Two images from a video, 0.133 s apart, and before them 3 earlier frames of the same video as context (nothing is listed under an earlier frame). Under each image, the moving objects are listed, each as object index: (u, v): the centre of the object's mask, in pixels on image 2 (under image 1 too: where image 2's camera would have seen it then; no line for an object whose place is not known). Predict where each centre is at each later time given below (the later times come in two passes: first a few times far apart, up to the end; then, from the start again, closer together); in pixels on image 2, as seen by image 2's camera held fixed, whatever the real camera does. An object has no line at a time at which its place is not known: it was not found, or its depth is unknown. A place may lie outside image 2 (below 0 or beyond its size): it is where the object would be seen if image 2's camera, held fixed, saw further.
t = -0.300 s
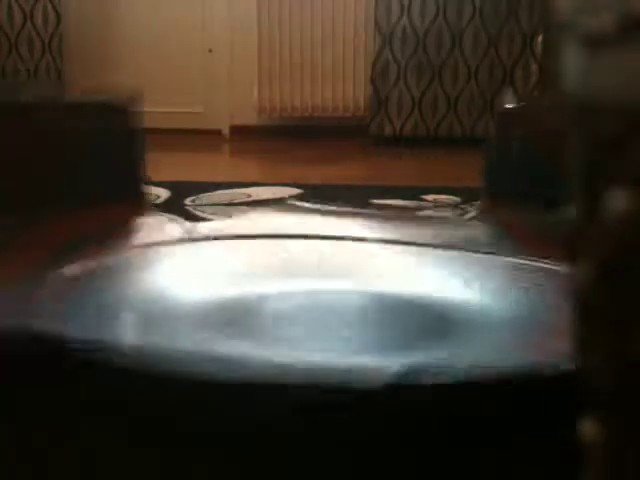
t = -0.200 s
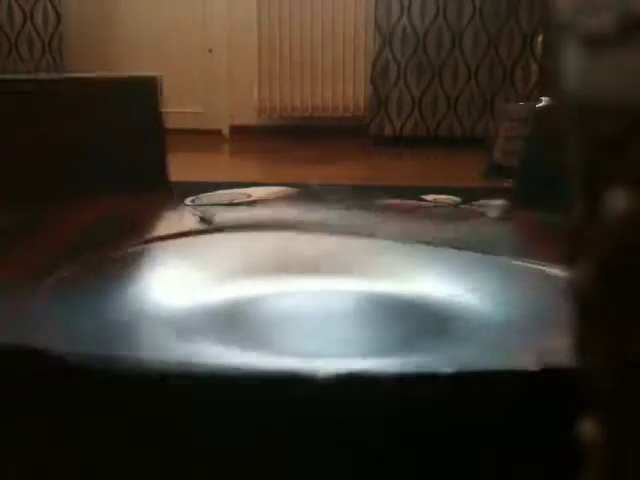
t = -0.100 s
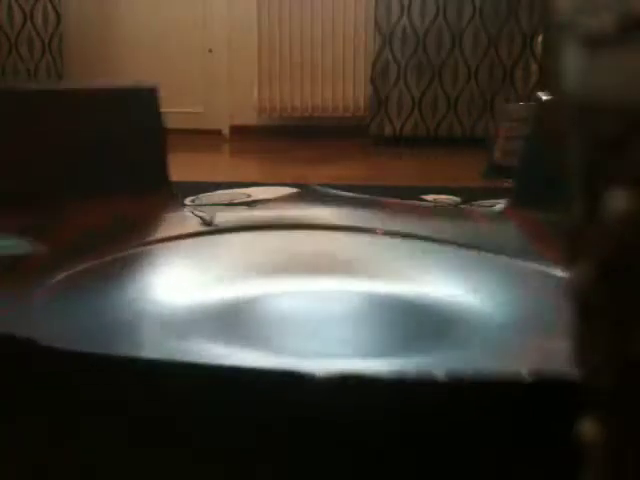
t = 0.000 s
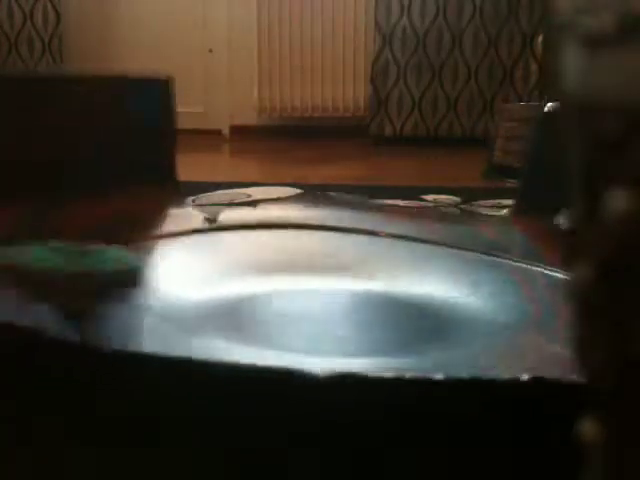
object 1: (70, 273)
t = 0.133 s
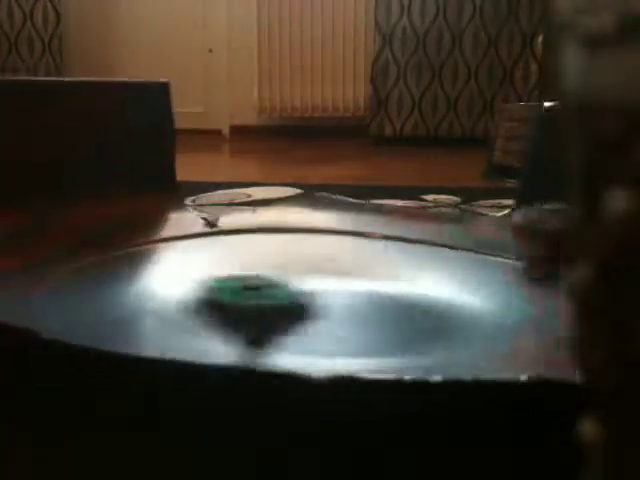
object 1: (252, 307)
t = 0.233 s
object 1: (357, 308)
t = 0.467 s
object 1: (421, 286)
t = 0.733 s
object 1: (417, 260)
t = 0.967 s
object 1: (337, 252)
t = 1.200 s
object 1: (316, 258)
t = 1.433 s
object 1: (341, 260)
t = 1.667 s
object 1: (364, 254)
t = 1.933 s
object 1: (344, 254)
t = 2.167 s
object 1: (369, 263)
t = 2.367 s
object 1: (390, 265)
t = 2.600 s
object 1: (392, 266)
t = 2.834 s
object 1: (393, 269)
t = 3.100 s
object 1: (409, 278)
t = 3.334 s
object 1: (420, 289)
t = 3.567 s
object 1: (418, 293)
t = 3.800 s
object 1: (415, 296)
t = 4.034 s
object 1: (396, 301)
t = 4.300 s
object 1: (365, 305)
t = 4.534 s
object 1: (330, 306)
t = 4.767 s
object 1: (301, 304)
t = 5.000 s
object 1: (272, 299)
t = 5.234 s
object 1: (251, 293)
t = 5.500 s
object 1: (239, 286)
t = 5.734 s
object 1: (241, 274)
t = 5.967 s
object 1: (256, 265)
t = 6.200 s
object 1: (278, 260)
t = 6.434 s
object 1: (294, 256)
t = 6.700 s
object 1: (311, 256)
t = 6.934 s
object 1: (333, 258)
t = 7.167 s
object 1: (358, 258)
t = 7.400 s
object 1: (382, 258)
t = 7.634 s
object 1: (395, 260)
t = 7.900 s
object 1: (403, 269)
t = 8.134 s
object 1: (412, 278)
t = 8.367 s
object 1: (416, 286)
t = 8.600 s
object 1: (416, 292)
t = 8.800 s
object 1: (409, 297)
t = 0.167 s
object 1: (293, 309)
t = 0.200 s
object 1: (330, 310)
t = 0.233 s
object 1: (357, 308)
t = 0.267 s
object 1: (377, 308)
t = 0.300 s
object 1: (391, 304)
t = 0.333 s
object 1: (400, 301)
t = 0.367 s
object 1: (408, 296)
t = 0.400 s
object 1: (415, 291)
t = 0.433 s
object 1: (418, 288)
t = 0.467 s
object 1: (421, 286)
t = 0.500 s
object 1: (427, 285)
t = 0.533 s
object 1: (432, 283)
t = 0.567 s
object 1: (435, 281)
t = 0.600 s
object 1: (437, 278)
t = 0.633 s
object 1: (436, 274)
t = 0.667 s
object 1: (433, 269)
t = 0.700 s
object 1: (427, 266)
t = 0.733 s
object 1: (417, 260)
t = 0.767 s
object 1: (407, 258)
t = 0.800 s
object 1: (394, 256)
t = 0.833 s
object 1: (382, 258)
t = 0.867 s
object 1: (369, 255)
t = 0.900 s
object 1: (356, 253)
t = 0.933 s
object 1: (346, 252)
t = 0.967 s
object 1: (337, 252)
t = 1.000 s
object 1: (329, 253)
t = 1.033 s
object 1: (324, 253)
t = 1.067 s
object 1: (320, 254)
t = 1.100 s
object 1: (317, 255)
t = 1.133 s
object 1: (316, 256)
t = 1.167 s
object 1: (315, 257)
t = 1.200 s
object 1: (316, 258)
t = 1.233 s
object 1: (317, 259)
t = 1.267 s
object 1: (320, 259)
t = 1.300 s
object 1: (323, 259)
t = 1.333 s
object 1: (327, 260)
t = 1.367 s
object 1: (332, 259)
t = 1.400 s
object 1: (336, 259)
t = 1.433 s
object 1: (341, 260)
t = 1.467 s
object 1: (345, 259)
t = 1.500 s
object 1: (350, 260)
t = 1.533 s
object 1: (354, 261)
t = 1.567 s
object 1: (358, 259)
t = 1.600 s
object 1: (360, 261)
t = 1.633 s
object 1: (364, 263)
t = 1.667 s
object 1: (364, 254)
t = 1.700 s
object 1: (364, 252)
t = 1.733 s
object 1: (362, 251)
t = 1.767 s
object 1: (359, 250)
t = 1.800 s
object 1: (355, 251)
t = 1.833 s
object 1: (351, 252)
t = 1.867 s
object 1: (347, 252)
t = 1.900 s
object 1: (344, 253)
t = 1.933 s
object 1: (344, 254)
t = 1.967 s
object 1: (344, 254)
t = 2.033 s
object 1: (349, 257)
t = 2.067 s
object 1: (352, 263)
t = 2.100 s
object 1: (357, 260)
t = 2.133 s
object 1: (363, 264)
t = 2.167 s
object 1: (369, 263)
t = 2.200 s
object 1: (375, 262)
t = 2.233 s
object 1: (380, 262)
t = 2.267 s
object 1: (384, 263)
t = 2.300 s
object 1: (388, 263)
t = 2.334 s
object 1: (388, 264)
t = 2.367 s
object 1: (390, 265)
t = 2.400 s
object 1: (392, 265)
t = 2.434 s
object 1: (392, 265)
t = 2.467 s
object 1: (392, 265)
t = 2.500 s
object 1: (392, 266)
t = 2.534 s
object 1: (392, 266)
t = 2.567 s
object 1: (392, 266)
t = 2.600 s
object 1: (392, 266)
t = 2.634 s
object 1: (392, 266)
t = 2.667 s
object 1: (393, 266)
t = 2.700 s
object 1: (393, 266)
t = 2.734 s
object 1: (393, 267)
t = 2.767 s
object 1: (393, 267)
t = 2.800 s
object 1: (393, 268)
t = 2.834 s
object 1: (393, 269)
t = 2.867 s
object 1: (393, 270)
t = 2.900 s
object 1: (394, 271)
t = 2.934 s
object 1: (395, 271)
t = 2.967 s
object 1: (396, 273)
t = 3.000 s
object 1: (398, 275)
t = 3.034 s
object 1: (402, 276)
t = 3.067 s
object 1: (405, 277)
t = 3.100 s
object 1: (409, 278)
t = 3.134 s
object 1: (411, 280)
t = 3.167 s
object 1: (413, 281)
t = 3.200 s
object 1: (415, 283)
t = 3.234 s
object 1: (416, 283)
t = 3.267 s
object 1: (418, 285)
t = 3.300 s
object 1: (419, 287)
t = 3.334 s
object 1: (420, 289)
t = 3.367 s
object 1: (420, 289)
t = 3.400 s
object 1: (420, 289)
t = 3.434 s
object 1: (420, 290)
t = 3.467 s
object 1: (420, 291)
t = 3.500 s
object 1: (419, 291)
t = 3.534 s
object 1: (419, 292)
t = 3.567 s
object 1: (418, 293)
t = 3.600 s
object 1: (417, 294)
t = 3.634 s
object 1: (415, 295)
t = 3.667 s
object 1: (414, 295)
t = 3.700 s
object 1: (412, 295)
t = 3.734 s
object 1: (411, 296)
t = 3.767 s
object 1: (410, 296)
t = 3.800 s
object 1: (415, 296)
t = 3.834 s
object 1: (413, 296)
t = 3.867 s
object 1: (411, 297)
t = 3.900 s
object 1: (408, 298)
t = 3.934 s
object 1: (406, 299)
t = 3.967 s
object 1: (403, 300)
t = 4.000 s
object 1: (399, 301)
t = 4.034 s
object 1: (396, 301)
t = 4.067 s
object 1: (393, 302)
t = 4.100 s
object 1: (389, 302)
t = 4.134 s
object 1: (385, 303)
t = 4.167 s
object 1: (382, 304)
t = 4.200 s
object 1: (378, 304)
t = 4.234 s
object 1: (374, 304)
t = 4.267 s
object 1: (369, 304)
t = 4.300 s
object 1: (365, 305)
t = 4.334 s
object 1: (360, 305)
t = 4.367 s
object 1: (355, 305)
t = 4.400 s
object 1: (349, 305)
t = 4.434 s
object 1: (344, 306)
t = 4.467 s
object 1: (339, 306)
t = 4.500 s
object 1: (334, 306)
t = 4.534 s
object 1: (330, 306)
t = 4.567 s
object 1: (326, 305)
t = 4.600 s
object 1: (322, 305)
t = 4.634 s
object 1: (318, 306)
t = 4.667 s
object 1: (314, 305)
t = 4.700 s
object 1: (310, 304)
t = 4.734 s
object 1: (306, 304)
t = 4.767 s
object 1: (301, 304)
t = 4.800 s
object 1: (297, 303)
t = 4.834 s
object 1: (293, 303)
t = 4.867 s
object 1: (289, 302)
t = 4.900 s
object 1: (283, 301)
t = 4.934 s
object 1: (281, 301)
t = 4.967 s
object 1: (276, 300)
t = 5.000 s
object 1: (272, 299)
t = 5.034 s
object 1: (269, 299)
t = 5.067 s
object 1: (265, 298)
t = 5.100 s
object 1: (262, 297)
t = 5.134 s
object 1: (259, 295)
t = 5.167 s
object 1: (256, 295)
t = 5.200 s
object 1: (253, 294)
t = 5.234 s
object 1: (251, 293)
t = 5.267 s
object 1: (249, 293)
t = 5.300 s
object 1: (247, 291)
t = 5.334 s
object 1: (245, 291)
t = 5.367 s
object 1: (243, 291)
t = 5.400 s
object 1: (242, 290)
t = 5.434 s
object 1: (241, 284)
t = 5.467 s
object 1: (239, 286)
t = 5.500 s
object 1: (239, 286)
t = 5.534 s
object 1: (238, 284)
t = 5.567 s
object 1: (238, 281)
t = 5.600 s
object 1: (238, 279)
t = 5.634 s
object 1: (238, 277)
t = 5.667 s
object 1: (239, 276)
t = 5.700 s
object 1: (240, 274)
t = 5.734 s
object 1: (241, 274)
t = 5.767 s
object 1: (243, 272)
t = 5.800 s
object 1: (244, 269)
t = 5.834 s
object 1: (247, 271)
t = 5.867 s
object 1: (249, 268)
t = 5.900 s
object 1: (251, 266)
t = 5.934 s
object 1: (254, 267)
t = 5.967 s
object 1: (256, 265)
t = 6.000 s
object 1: (259, 265)
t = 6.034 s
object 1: (262, 264)
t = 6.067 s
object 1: (265, 261)
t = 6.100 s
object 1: (268, 262)
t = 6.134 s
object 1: (271, 261)
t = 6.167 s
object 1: (275, 260)
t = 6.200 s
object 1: (278, 260)
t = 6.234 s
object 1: (281, 259)
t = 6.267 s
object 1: (283, 258)
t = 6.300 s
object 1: (286, 257)
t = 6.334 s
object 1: (288, 257)
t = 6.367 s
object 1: (290, 258)
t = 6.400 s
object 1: (292, 257)
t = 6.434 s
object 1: (294, 256)
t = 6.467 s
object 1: (296, 258)
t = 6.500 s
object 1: (297, 257)
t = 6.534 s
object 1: (299, 257)
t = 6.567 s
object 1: (301, 257)
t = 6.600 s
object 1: (304, 256)
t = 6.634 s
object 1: (306, 257)
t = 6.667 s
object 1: (309, 257)
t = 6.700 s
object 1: (311, 256)
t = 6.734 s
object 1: (314, 256)
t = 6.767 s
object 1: (317, 258)
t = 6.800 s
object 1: (321, 256)
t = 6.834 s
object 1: (324, 257)
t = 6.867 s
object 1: (327, 257)
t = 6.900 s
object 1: (330, 257)
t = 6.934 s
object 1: (333, 258)
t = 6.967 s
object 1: (336, 258)
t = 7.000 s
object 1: (340, 258)
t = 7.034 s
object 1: (344, 259)
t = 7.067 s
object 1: (347, 259)
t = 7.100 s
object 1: (351, 259)
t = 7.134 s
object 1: (354, 259)
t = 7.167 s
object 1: (358, 258)
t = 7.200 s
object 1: (362, 258)
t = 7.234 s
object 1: (365, 257)
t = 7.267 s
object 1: (369, 257)
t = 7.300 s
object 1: (372, 257)
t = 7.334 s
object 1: (376, 257)
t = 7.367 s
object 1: (379, 257)
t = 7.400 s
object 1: (382, 258)
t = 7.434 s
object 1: (385, 258)
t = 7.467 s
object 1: (386, 258)
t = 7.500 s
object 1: (388, 258)
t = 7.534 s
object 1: (390, 259)
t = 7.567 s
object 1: (391, 259)
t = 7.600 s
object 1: (393, 259)
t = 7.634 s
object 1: (395, 260)
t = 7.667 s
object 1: (396, 260)
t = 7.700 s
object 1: (399, 261)
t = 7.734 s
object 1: (400, 262)
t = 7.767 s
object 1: (402, 263)
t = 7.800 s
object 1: (403, 264)
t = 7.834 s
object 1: (405, 266)
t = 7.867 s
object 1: (407, 267)
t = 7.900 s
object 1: (403, 269)
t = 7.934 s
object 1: (404, 271)
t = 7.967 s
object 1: (405, 274)
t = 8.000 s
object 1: (406, 275)
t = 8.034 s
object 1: (408, 276)
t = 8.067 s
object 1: (410, 277)
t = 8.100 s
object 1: (411, 278)
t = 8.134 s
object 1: (412, 278)
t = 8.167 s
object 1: (413, 279)
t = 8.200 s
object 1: (414, 280)
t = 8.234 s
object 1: (414, 281)
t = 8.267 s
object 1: (415, 283)
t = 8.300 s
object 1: (415, 284)
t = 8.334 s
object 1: (416, 285)
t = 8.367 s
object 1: (416, 286)
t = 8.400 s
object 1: (416, 287)
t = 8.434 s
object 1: (417, 287)
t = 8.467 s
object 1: (417, 288)
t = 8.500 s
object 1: (417, 289)
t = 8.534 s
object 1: (416, 289)
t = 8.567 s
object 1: (416, 291)
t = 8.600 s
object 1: (416, 292)
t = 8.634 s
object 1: (414, 292)
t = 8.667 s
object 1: (414, 294)
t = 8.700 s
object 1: (413, 296)
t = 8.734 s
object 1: (413, 296)
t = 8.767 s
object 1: (411, 296)
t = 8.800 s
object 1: (409, 297)
